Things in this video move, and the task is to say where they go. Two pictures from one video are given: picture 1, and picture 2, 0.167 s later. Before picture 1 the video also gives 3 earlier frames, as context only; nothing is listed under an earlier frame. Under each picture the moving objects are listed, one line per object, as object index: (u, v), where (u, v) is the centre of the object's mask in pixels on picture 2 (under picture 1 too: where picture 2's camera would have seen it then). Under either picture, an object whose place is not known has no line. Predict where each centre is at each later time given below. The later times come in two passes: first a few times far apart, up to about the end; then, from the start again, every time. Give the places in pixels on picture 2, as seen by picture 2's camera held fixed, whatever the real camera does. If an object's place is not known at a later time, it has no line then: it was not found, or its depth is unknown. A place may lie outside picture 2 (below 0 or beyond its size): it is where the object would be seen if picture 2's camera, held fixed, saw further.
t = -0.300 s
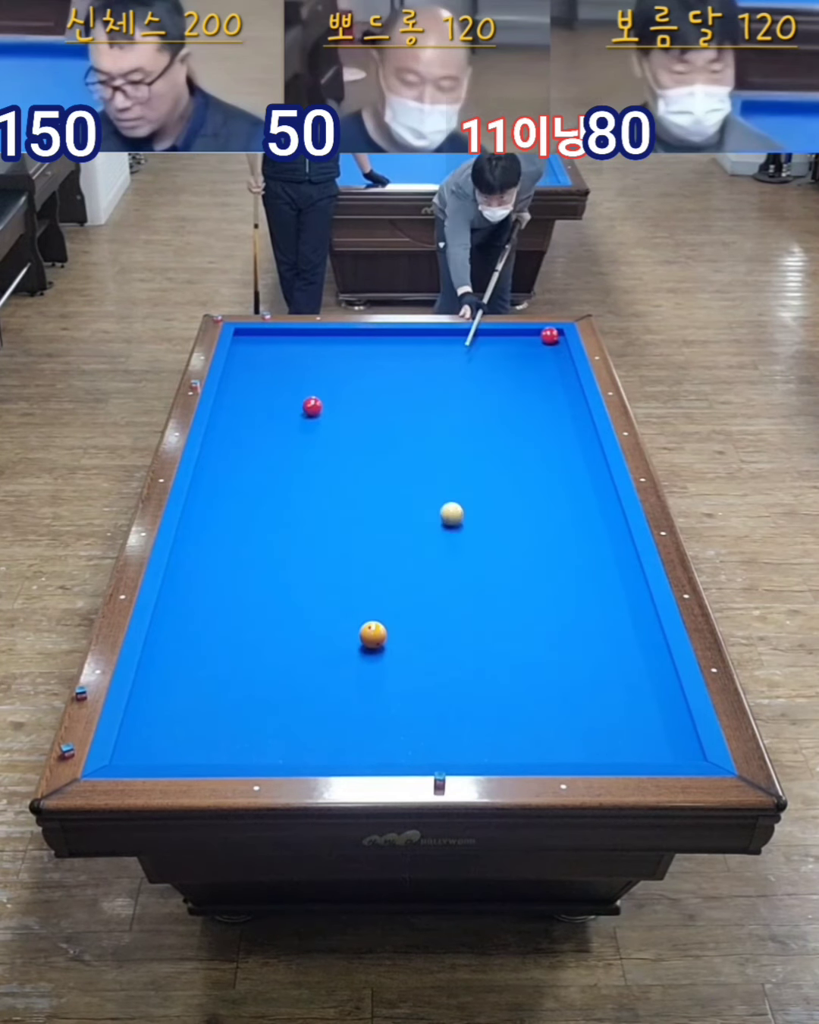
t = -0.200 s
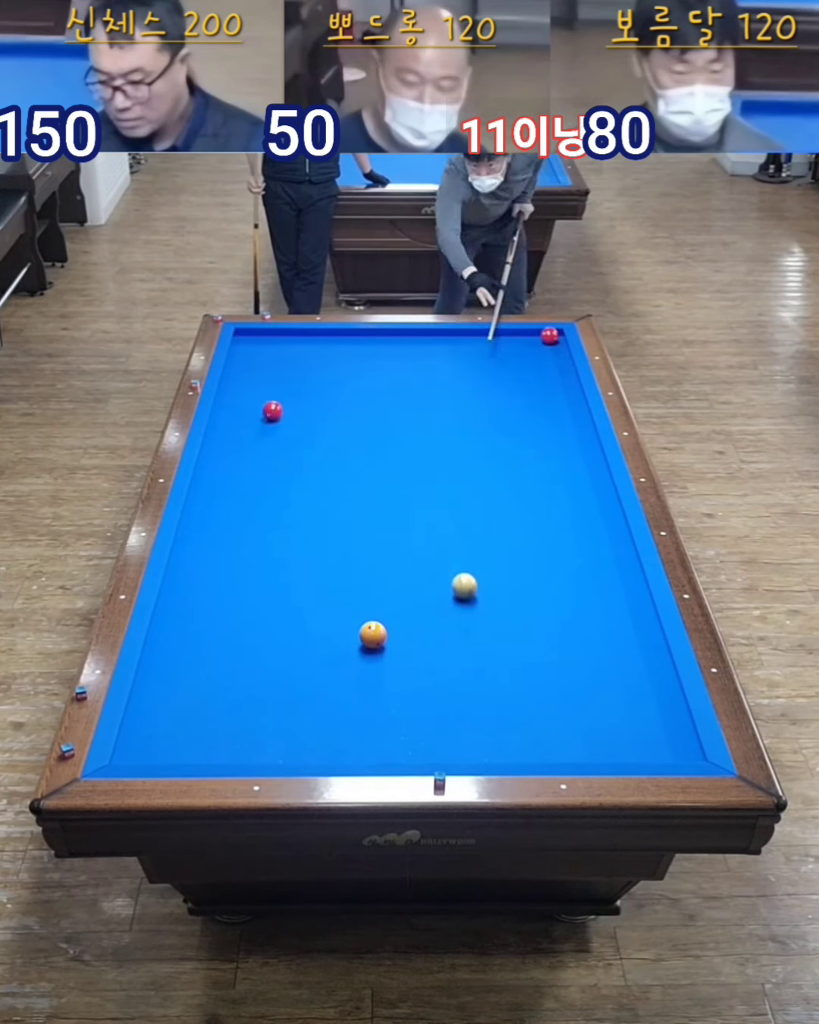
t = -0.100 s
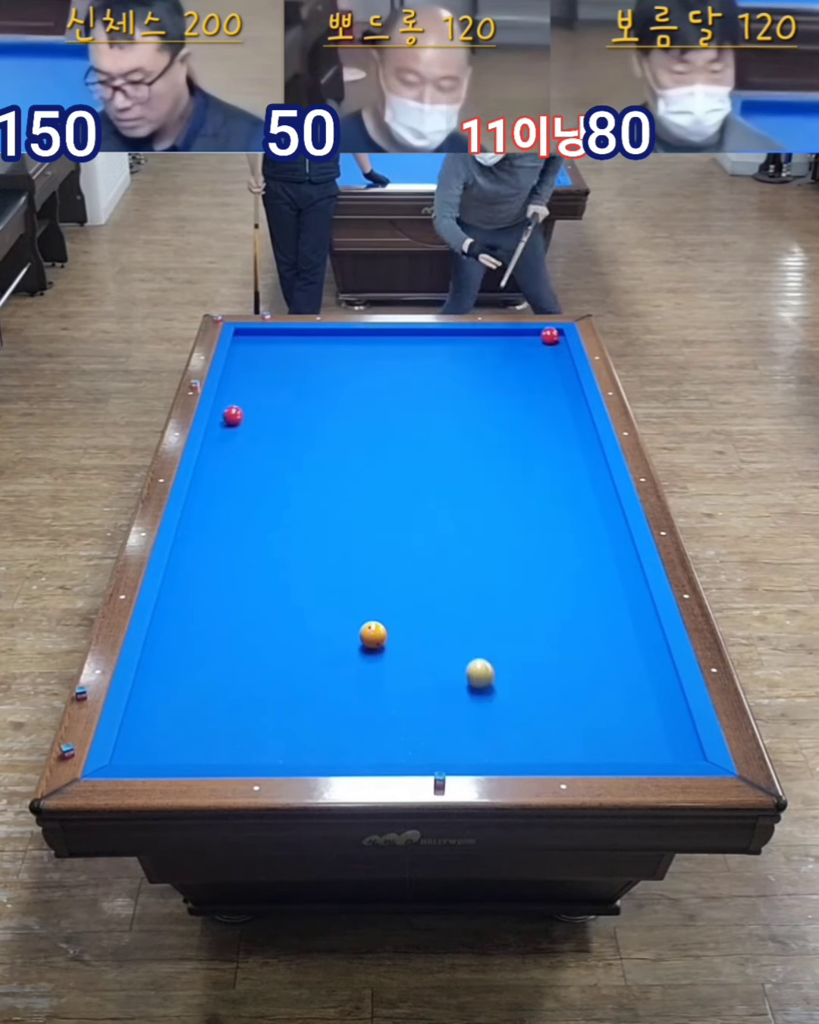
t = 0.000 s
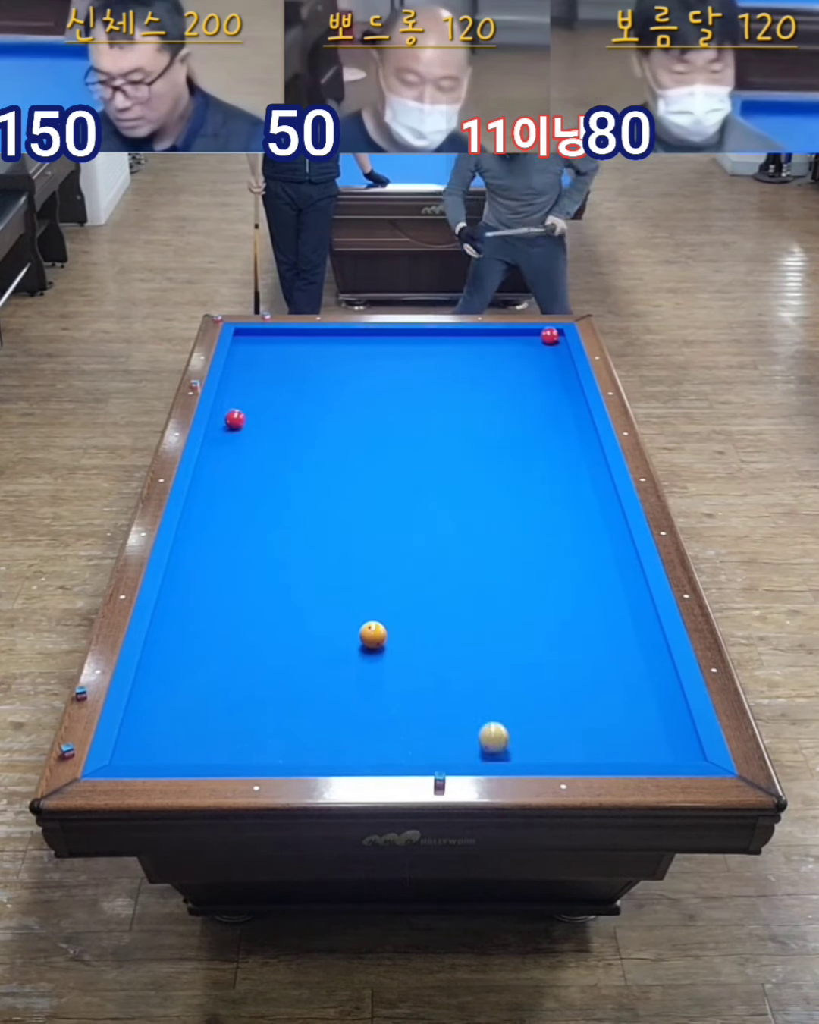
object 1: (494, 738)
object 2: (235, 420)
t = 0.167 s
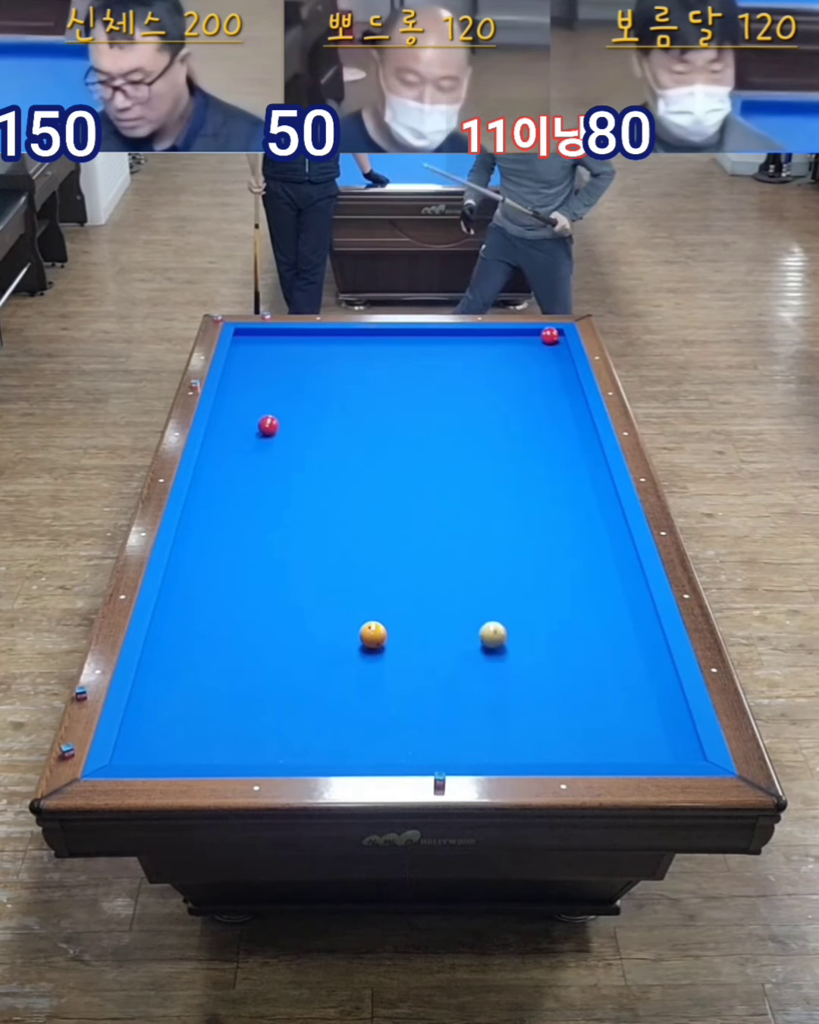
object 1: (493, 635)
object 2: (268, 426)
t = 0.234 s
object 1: (493, 605)
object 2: (281, 428)
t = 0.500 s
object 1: (494, 506)
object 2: (333, 438)
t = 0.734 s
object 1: (494, 440)
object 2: (377, 446)
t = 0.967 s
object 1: (494, 386)
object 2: (419, 454)
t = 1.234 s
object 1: (493, 335)
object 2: (464, 462)
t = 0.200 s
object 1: (493, 620)
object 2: (275, 427)
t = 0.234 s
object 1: (493, 605)
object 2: (281, 428)
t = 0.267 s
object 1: (493, 592)
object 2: (288, 429)
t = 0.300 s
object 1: (493, 578)
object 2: (294, 431)
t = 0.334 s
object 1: (493, 565)
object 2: (301, 432)
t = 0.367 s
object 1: (493, 552)
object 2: (307, 433)
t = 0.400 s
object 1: (493, 540)
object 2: (314, 434)
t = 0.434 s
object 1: (494, 529)
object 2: (320, 435)
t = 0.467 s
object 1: (494, 517)
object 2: (327, 437)
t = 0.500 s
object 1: (494, 506)
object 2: (333, 438)
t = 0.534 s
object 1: (494, 496)
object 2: (339, 439)
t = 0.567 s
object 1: (494, 486)
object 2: (345, 440)
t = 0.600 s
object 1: (494, 476)
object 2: (352, 441)
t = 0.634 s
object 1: (494, 466)
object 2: (358, 443)
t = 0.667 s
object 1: (494, 457)
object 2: (364, 444)
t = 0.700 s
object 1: (494, 448)
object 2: (370, 445)
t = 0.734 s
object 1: (494, 440)
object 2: (377, 446)
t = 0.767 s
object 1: (494, 431)
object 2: (383, 447)
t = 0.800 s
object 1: (494, 423)
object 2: (389, 448)
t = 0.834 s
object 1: (494, 415)
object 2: (395, 449)
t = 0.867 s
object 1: (494, 407)
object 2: (401, 450)
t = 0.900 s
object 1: (494, 400)
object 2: (407, 452)
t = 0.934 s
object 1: (494, 393)
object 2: (412, 452)
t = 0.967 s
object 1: (494, 386)
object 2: (419, 454)
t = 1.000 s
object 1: (493, 379)
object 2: (424, 455)
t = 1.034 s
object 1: (493, 372)
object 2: (430, 456)
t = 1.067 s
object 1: (493, 365)
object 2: (436, 457)
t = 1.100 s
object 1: (494, 359)
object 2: (442, 458)
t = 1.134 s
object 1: (493, 353)
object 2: (447, 459)
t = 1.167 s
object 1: (493, 347)
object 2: (453, 460)
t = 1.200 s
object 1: (493, 341)
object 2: (459, 461)
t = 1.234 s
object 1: (493, 335)
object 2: (464, 462)
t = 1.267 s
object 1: (494, 334)
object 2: (470, 463)
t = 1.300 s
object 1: (495, 337)
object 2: (475, 464)
